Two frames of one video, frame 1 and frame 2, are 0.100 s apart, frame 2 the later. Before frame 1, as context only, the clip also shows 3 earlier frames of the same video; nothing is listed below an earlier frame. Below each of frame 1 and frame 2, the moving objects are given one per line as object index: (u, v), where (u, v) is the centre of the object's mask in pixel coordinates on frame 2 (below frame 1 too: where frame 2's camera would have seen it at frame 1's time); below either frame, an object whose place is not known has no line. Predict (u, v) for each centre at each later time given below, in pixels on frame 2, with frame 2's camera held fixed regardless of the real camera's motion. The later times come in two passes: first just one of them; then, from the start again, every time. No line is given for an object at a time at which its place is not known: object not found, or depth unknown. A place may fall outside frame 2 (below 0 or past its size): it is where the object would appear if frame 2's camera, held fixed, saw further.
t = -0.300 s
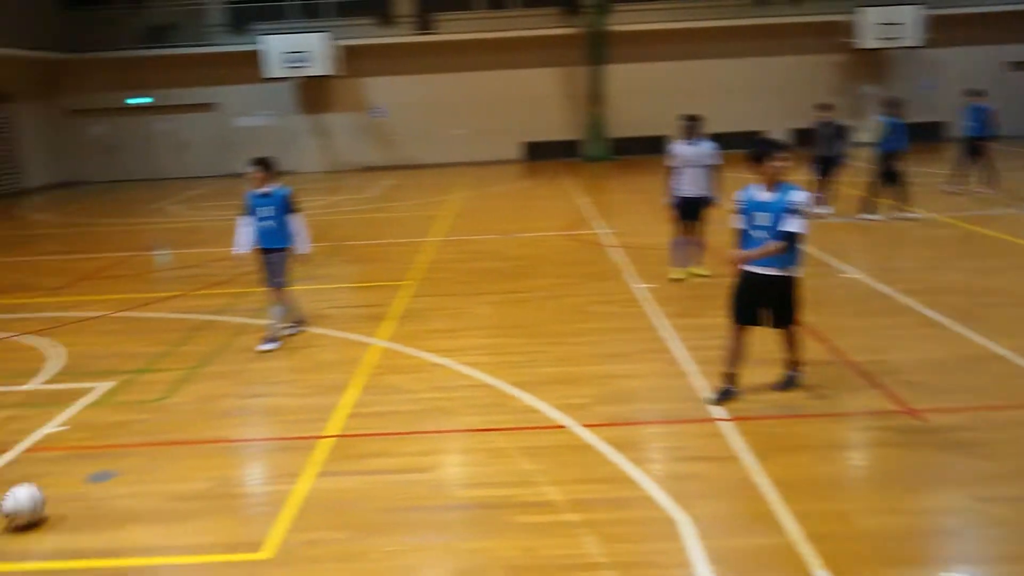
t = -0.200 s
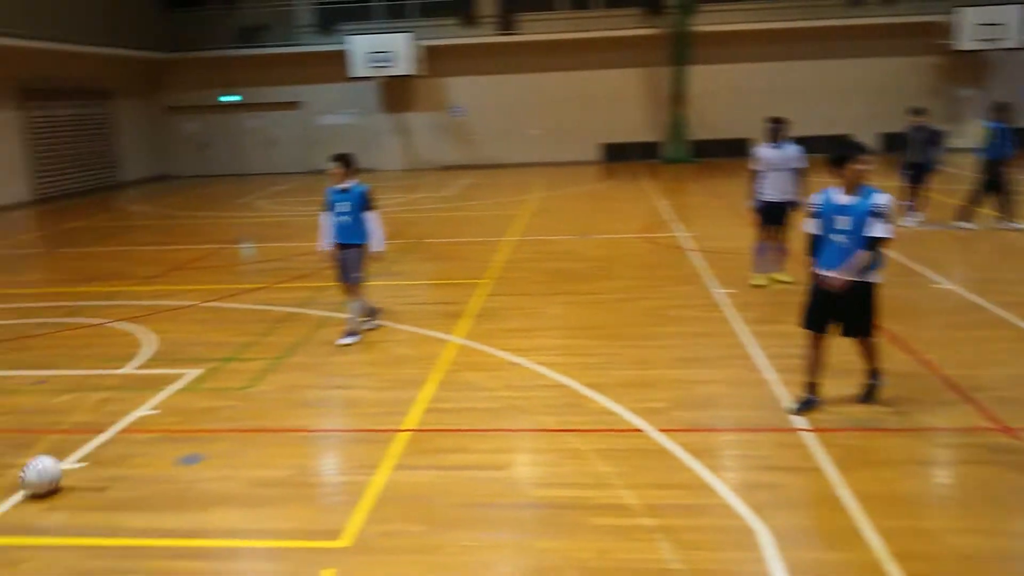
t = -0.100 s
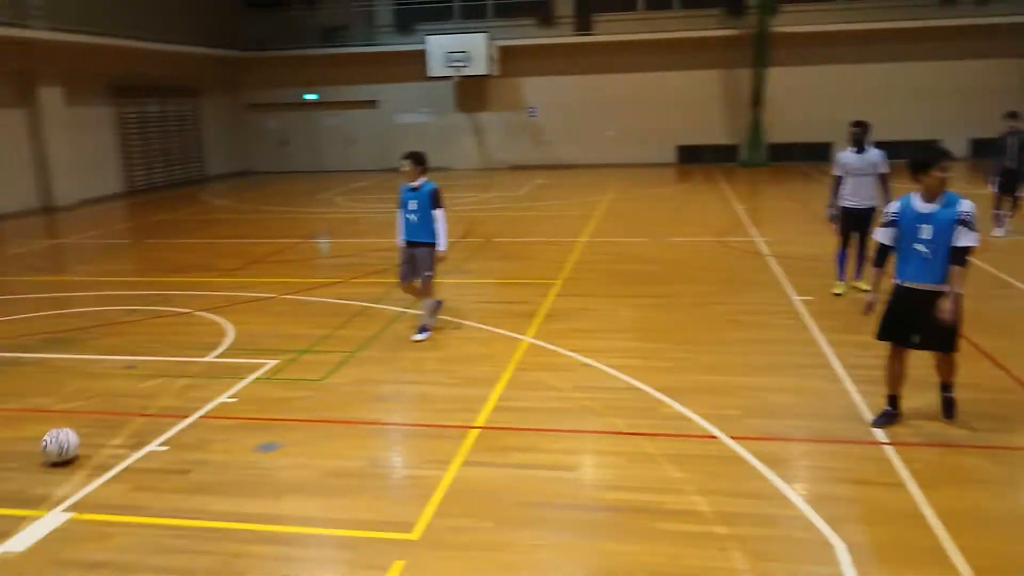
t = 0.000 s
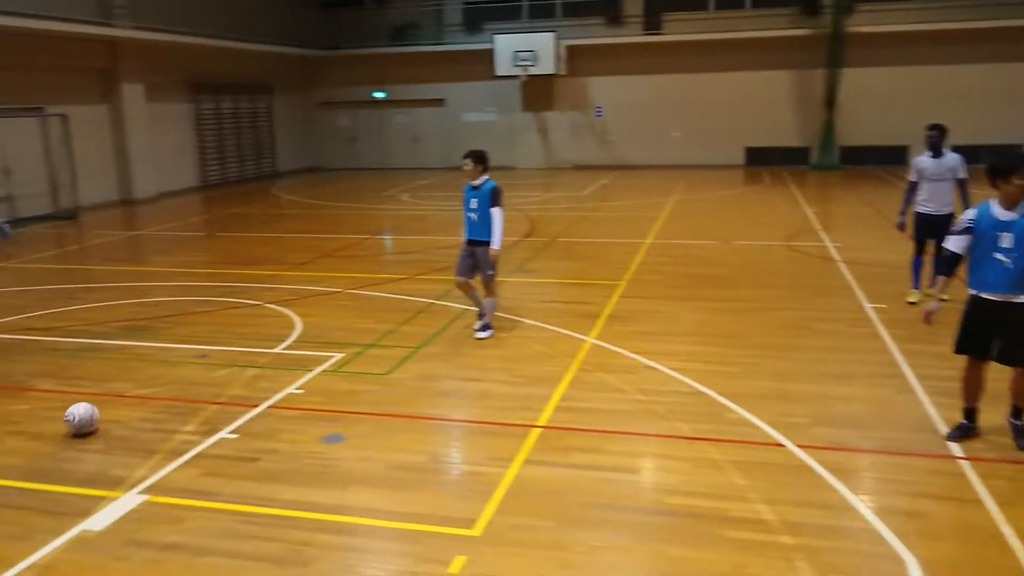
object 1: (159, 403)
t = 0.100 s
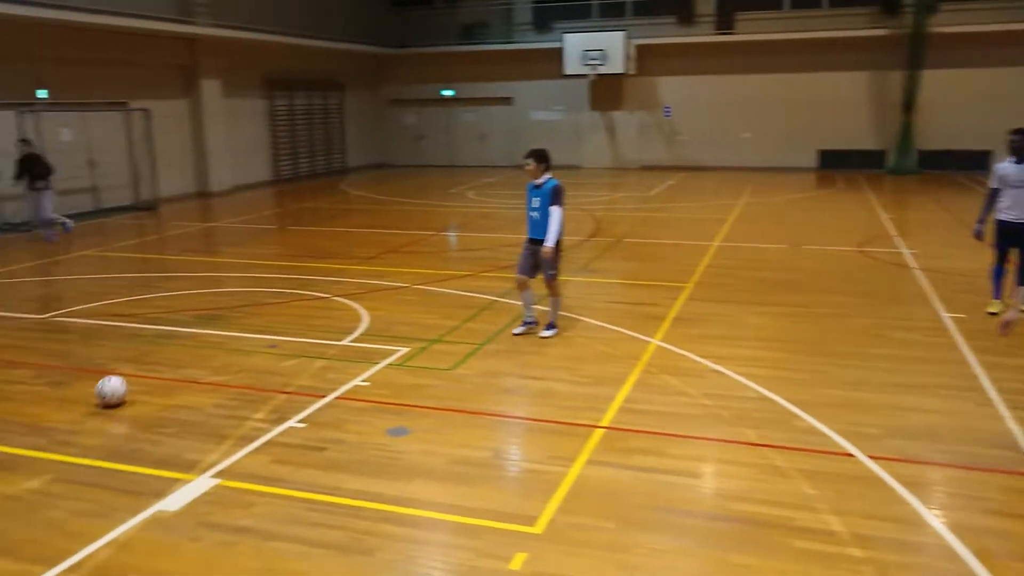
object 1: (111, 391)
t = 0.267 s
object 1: (42, 374)
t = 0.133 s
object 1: (96, 388)
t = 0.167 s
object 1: (83, 385)
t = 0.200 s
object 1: (69, 381)
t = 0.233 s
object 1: (56, 377)
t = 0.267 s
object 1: (42, 374)
